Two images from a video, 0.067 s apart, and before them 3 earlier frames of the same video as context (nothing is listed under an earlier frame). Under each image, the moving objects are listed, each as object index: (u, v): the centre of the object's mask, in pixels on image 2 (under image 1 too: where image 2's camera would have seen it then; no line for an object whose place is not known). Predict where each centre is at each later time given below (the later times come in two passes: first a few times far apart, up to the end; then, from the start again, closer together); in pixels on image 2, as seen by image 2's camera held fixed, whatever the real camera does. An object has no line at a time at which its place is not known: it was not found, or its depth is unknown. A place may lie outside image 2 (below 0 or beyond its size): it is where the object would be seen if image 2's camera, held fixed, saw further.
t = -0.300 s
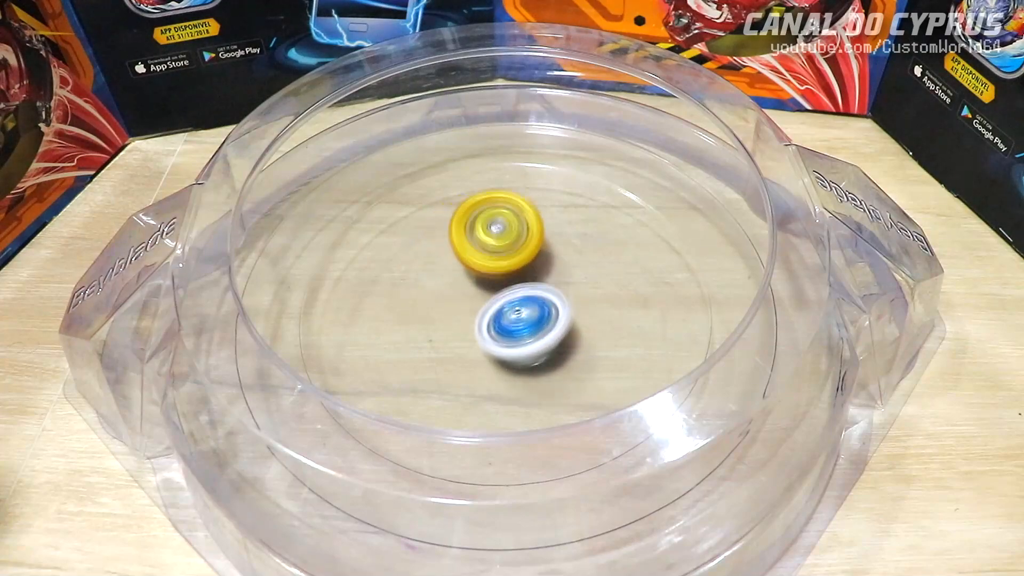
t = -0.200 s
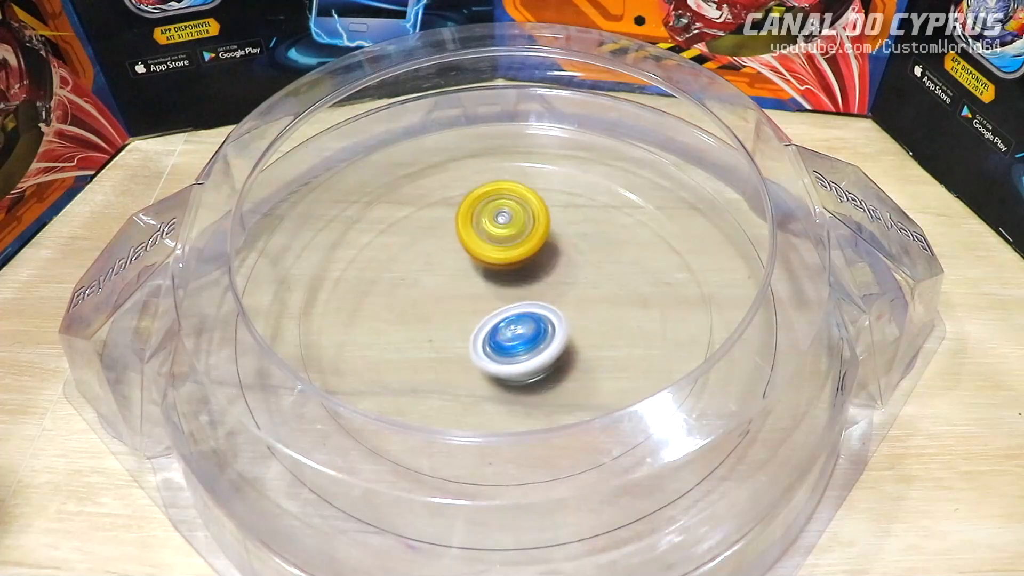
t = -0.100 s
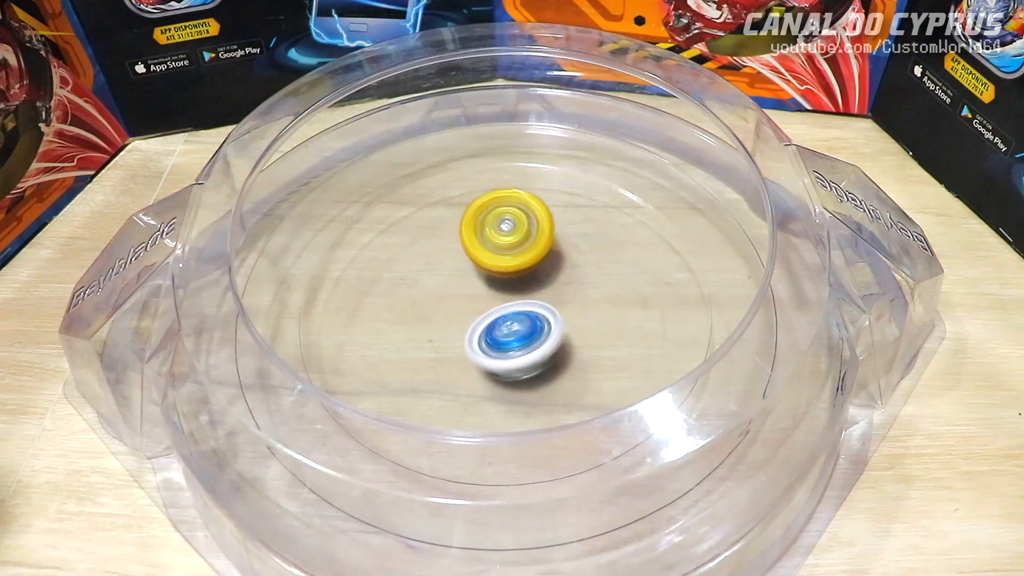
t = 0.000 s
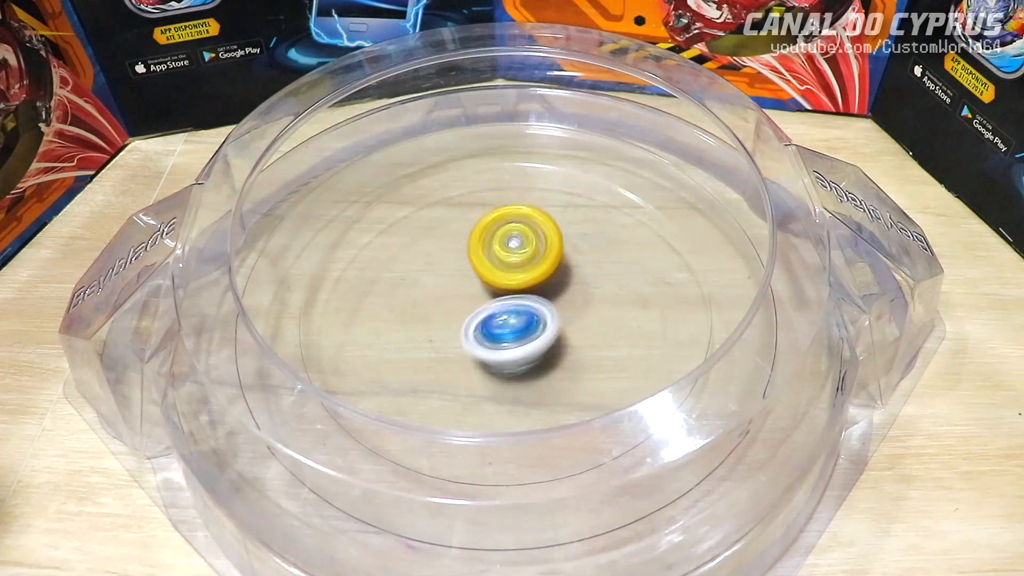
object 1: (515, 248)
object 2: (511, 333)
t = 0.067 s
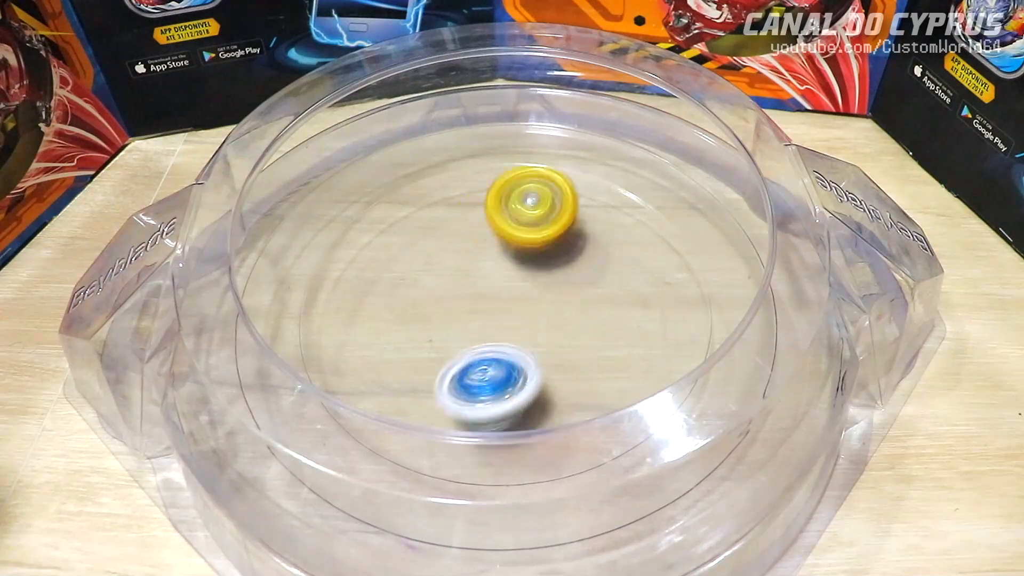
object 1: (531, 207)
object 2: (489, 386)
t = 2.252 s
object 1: (678, 342)
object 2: (425, 144)
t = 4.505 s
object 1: (548, 271)
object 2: (420, 302)
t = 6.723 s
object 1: (542, 306)
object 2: (457, 285)
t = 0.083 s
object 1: (533, 201)
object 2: (483, 394)
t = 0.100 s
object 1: (534, 196)
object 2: (479, 402)
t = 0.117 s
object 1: (535, 193)
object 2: (474, 413)
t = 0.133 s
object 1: (534, 190)
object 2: (470, 421)
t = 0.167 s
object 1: (533, 188)
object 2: (462, 431)
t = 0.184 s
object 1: (532, 188)
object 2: (459, 434)
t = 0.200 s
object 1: (531, 189)
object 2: (457, 437)
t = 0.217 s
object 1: (529, 189)
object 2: (455, 438)
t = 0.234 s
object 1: (528, 191)
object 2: (454, 437)
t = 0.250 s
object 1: (527, 193)
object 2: (454, 436)
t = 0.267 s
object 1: (526, 197)
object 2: (454, 434)
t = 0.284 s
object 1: (525, 200)
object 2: (456, 431)
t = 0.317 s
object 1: (522, 210)
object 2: (456, 426)
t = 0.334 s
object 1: (520, 214)
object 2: (457, 422)
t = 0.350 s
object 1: (519, 220)
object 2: (463, 408)
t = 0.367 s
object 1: (518, 226)
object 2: (463, 405)
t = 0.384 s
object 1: (516, 232)
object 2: (464, 403)
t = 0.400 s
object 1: (515, 238)
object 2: (466, 399)
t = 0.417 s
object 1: (514, 245)
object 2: (468, 394)
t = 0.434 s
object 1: (514, 252)
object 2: (470, 388)
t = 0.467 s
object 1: (512, 265)
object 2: (476, 376)
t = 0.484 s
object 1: (512, 271)
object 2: (480, 368)
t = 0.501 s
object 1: (513, 278)
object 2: (484, 359)
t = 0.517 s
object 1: (515, 278)
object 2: (481, 359)
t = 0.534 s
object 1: (533, 258)
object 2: (465, 369)
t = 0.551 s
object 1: (547, 237)
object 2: (451, 380)
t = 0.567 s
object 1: (558, 219)
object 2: (437, 392)
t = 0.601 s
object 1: (583, 189)
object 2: (408, 412)
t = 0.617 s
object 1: (596, 177)
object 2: (396, 420)
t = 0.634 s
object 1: (603, 161)
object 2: (385, 426)
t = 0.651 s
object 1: (611, 147)
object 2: (375, 432)
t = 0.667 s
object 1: (619, 136)
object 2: (367, 440)
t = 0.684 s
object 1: (627, 129)
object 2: (360, 446)
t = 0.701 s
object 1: (634, 125)
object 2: (348, 449)
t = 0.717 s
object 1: (640, 122)
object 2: (338, 455)
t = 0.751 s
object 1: (634, 116)
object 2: (325, 463)
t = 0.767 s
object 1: (630, 118)
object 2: (319, 461)
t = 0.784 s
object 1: (625, 122)
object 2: (314, 462)
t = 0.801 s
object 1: (620, 130)
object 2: (311, 461)
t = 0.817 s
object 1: (615, 137)
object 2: (308, 461)
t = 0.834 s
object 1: (612, 134)
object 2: (306, 461)
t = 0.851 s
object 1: (610, 133)
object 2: (303, 459)
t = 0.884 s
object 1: (603, 141)
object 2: (300, 458)
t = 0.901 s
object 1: (599, 147)
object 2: (299, 457)
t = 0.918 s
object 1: (598, 146)
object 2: (297, 455)
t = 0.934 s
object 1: (595, 147)
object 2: (297, 454)
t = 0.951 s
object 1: (593, 153)
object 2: (296, 453)
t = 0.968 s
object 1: (590, 161)
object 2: (295, 452)
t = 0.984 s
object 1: (585, 164)
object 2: (295, 451)
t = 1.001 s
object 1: (579, 167)
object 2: (294, 450)
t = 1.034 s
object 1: (565, 181)
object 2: (292, 447)
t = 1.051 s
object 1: (558, 187)
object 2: (292, 446)
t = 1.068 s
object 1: (551, 195)
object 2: (292, 445)
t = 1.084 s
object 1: (543, 202)
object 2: (291, 443)
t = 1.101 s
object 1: (535, 208)
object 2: (291, 441)
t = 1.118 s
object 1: (527, 215)
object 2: (291, 439)
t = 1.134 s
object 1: (518, 223)
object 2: (290, 437)
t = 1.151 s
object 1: (511, 231)
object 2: (289, 436)
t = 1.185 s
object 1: (497, 247)
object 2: (290, 432)
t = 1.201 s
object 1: (490, 255)
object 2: (290, 430)
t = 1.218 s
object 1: (484, 263)
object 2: (292, 428)
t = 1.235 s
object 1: (479, 270)
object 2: (294, 425)
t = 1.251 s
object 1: (475, 278)
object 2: (296, 416)
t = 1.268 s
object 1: (470, 284)
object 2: (299, 412)
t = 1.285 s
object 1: (467, 291)
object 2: (300, 407)
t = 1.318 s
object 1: (462, 303)
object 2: (300, 396)
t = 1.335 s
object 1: (459, 308)
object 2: (301, 390)
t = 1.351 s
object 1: (458, 313)
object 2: (302, 386)
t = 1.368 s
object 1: (457, 317)
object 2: (303, 382)
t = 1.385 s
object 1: (456, 321)
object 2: (305, 378)
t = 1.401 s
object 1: (456, 324)
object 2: (305, 374)
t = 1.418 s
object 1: (456, 328)
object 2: (306, 371)
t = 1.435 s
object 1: (457, 330)
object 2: (307, 368)
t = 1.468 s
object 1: (457, 335)
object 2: (308, 363)
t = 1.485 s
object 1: (458, 337)
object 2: (309, 362)
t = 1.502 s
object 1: (459, 339)
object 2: (309, 359)
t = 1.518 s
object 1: (459, 341)
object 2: (310, 358)
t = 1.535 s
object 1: (460, 343)
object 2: (311, 356)
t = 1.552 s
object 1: (460, 344)
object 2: (311, 354)
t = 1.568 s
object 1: (461, 346)
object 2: (312, 352)
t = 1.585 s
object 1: (461, 348)
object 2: (313, 351)
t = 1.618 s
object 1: (462, 350)
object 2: (315, 348)
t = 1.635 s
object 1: (462, 351)
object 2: (319, 345)
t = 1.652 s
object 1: (461, 352)
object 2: (319, 344)
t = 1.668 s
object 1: (461, 352)
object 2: (321, 343)
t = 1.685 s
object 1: (461, 353)
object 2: (324, 343)
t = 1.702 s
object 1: (461, 354)
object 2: (329, 342)
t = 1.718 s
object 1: (460, 355)
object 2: (334, 340)
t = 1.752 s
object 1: (459, 356)
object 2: (348, 337)
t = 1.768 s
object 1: (458, 357)
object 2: (354, 335)
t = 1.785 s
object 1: (466, 360)
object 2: (356, 330)
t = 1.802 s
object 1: (476, 363)
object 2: (355, 323)
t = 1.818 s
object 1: (484, 364)
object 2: (355, 316)
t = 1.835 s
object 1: (491, 364)
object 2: (357, 310)
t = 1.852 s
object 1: (497, 363)
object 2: (360, 305)
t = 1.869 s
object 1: (503, 362)
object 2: (363, 300)
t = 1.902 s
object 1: (513, 356)
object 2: (372, 291)
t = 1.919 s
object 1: (517, 354)
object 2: (378, 288)
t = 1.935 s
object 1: (522, 350)
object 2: (385, 284)
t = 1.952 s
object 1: (525, 346)
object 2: (392, 281)
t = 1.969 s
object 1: (529, 341)
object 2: (400, 279)
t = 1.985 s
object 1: (531, 337)
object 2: (408, 276)
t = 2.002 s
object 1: (534, 333)
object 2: (416, 275)
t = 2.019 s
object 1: (535, 328)
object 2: (426, 274)
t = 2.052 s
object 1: (537, 319)
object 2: (445, 273)
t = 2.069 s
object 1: (537, 314)
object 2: (454, 271)
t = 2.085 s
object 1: (538, 310)
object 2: (461, 269)
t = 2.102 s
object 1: (547, 312)
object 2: (465, 265)
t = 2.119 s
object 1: (568, 322)
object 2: (461, 248)
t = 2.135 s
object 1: (591, 334)
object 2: (454, 230)
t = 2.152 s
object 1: (607, 338)
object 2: (446, 212)
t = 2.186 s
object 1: (637, 346)
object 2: (436, 185)
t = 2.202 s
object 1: (649, 347)
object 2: (433, 172)
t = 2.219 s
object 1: (660, 345)
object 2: (430, 160)
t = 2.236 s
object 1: (669, 344)
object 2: (426, 150)
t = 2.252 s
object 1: (678, 342)
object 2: (425, 144)
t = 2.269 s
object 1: (686, 338)
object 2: (423, 136)
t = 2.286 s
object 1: (692, 337)
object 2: (421, 127)
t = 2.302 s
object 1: (696, 332)
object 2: (419, 118)
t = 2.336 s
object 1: (701, 328)
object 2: (415, 105)
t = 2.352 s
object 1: (701, 322)
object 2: (415, 103)
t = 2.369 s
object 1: (700, 320)
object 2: (415, 103)
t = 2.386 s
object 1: (699, 318)
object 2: (416, 104)
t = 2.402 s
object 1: (696, 315)
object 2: (417, 104)
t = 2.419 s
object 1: (692, 314)
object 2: (417, 104)
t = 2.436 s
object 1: (688, 312)
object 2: (417, 105)
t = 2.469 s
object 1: (677, 308)
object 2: (418, 105)
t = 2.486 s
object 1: (670, 306)
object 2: (418, 104)
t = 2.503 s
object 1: (662, 304)
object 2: (418, 105)
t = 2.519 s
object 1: (654, 303)
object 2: (417, 105)
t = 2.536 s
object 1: (645, 299)
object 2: (417, 104)
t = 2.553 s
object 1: (636, 299)
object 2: (418, 104)
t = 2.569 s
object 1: (626, 297)
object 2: (418, 104)
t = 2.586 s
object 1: (616, 296)
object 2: (418, 103)
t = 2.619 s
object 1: (595, 294)
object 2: (419, 103)
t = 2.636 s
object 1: (584, 294)
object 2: (419, 103)
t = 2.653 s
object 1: (573, 294)
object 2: (419, 102)
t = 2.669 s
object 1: (562, 293)
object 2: (419, 103)
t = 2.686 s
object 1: (551, 293)
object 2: (419, 102)
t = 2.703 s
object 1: (540, 293)
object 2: (419, 102)
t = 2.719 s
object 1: (530, 293)
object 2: (420, 102)
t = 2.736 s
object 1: (520, 292)
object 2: (420, 101)
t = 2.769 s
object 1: (500, 296)
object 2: (421, 101)
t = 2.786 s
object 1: (490, 299)
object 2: (421, 101)
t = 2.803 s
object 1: (481, 302)
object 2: (422, 101)
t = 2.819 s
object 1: (471, 303)
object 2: (422, 101)
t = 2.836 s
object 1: (463, 305)
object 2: (423, 101)
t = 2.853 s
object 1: (455, 307)
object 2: (423, 101)
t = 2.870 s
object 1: (448, 307)
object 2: (423, 102)
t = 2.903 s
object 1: (435, 309)
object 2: (424, 102)
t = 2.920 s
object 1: (430, 309)
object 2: (425, 102)
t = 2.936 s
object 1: (426, 309)
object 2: (425, 102)
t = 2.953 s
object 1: (423, 309)
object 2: (426, 102)
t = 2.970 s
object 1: (421, 309)
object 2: (426, 102)
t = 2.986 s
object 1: (419, 309)
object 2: (427, 103)
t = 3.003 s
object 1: (418, 308)
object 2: (427, 102)
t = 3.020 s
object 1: (418, 308)
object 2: (427, 103)
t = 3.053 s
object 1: (420, 306)
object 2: (428, 104)
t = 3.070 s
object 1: (422, 307)
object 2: (429, 104)
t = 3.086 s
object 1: (424, 305)
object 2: (430, 105)
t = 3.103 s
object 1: (426, 304)
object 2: (430, 105)
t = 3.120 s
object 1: (429, 304)
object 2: (431, 105)
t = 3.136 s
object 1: (432, 302)
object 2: (432, 105)
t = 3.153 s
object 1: (435, 301)
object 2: (432, 106)
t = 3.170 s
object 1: (438, 301)
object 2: (433, 106)
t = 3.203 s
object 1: (446, 298)
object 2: (434, 107)
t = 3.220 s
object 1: (450, 297)
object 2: (434, 107)
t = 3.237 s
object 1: (453, 295)
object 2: (435, 108)
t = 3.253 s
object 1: (458, 295)
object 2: (435, 109)
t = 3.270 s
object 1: (462, 294)
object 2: (436, 110)
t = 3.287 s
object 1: (465, 292)
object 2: (436, 114)
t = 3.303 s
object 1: (470, 292)
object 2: (437, 118)
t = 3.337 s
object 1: (478, 284)
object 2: (438, 125)
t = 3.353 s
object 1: (481, 282)
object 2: (439, 129)
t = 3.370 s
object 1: (485, 280)
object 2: (439, 132)
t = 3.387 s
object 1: (489, 276)
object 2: (440, 134)
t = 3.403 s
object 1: (492, 275)
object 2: (441, 138)
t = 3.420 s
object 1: (496, 272)
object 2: (442, 141)
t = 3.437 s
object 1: (501, 268)
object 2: (443, 143)
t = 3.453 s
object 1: (505, 266)
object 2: (443, 145)
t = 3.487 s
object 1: (513, 262)
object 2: (445, 151)
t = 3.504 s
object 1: (517, 261)
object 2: (446, 157)
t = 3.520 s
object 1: (520, 259)
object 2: (449, 163)
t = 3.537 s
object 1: (523, 258)
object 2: (451, 171)
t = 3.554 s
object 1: (526, 259)
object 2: (455, 182)
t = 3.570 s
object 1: (529, 256)
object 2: (459, 192)
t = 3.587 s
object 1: (534, 257)
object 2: (463, 204)
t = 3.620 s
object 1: (557, 273)
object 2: (460, 213)
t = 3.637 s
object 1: (569, 284)
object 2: (458, 216)
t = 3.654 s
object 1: (582, 292)
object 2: (456, 222)
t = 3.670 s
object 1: (592, 299)
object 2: (455, 226)
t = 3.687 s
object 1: (604, 307)
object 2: (454, 233)
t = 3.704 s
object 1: (615, 314)
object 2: (455, 239)
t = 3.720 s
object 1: (624, 318)
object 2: (458, 248)
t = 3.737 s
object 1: (634, 325)
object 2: (461, 256)
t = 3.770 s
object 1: (650, 332)
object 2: (472, 274)
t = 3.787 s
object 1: (657, 335)
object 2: (480, 282)
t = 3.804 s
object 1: (659, 337)
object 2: (488, 290)
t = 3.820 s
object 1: (665, 340)
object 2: (498, 298)
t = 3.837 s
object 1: (667, 340)
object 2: (507, 305)
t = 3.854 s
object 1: (671, 343)
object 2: (518, 311)
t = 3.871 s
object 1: (671, 343)
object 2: (528, 317)
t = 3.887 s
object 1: (671, 338)
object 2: (537, 320)
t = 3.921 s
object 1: (672, 331)
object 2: (554, 325)
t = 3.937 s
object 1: (670, 328)
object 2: (563, 328)
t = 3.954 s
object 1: (668, 326)
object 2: (569, 327)
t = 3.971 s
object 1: (665, 322)
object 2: (573, 329)
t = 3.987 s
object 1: (662, 319)
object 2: (576, 329)
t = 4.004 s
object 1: (661, 318)
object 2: (575, 324)
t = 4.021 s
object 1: (663, 316)
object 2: (572, 320)
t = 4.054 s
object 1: (665, 319)
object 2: (563, 313)
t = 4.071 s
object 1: (662, 314)
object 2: (554, 305)
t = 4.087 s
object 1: (661, 310)
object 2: (545, 297)
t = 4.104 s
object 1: (658, 309)
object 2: (534, 292)
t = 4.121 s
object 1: (653, 307)
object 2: (521, 285)
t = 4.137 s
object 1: (650, 299)
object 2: (509, 277)
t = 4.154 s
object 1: (646, 294)
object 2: (495, 271)
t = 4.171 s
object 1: (641, 293)
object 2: (482, 267)
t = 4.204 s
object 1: (629, 284)
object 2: (456, 258)
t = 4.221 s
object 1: (622, 282)
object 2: (445, 258)
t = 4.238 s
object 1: (615, 281)
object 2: (435, 257)
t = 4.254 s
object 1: (607, 279)
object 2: (425, 256)
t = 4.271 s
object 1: (599, 277)
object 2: (419, 257)
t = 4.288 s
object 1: (592, 276)
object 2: (412, 258)
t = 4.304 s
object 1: (585, 275)
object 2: (409, 262)
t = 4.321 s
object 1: (578, 274)
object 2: (406, 262)
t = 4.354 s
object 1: (565, 273)
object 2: (405, 271)
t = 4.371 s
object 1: (559, 273)
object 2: (407, 272)
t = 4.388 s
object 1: (553, 273)
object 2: (410, 277)
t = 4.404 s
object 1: (548, 273)
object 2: (412, 282)
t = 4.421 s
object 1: (542, 273)
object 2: (416, 284)
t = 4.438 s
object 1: (538, 273)
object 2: (423, 290)
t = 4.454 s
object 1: (533, 273)
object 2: (427, 294)
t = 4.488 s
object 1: (538, 272)
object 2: (428, 299)
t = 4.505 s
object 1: (548, 271)
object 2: (420, 302)
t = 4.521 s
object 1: (556, 269)
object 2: (414, 303)
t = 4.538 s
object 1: (562, 267)
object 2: (410, 307)
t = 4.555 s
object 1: (568, 269)
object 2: (406, 309)
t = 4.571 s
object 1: (569, 268)
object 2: (403, 311)
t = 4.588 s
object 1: (570, 268)
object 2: (401, 312)
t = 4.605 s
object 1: (567, 267)
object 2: (401, 314)
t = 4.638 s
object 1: (561, 266)
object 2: (405, 316)
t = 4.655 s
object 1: (557, 266)
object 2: (407, 315)
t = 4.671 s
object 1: (555, 267)
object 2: (410, 317)
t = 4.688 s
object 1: (552, 268)
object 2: (414, 316)
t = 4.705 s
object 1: (550, 268)
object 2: (419, 316)
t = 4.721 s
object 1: (548, 268)
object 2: (422, 316)
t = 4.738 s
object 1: (547, 268)
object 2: (428, 315)
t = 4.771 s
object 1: (544, 269)
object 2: (438, 315)
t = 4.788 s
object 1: (543, 269)
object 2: (443, 315)
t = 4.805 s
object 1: (542, 270)
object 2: (449, 313)
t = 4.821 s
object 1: (541, 270)
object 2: (455, 314)
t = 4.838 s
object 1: (542, 270)
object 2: (457, 314)
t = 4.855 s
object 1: (544, 269)
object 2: (458, 315)
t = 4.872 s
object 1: (546, 269)
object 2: (458, 317)
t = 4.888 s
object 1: (547, 271)
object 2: (461, 318)
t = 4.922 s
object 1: (545, 273)
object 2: (462, 321)
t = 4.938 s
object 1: (546, 275)
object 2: (462, 322)
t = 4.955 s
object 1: (544, 276)
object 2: (460, 322)
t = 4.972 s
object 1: (546, 276)
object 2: (456, 323)
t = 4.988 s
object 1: (548, 276)
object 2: (450, 322)
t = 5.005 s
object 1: (549, 277)
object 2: (445, 321)
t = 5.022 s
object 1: (550, 277)
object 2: (441, 320)
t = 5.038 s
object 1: (549, 277)
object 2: (439, 319)
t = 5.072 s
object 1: (545, 279)
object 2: (440, 317)
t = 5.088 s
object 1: (543, 280)
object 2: (441, 316)
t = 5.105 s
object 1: (541, 280)
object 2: (444, 314)
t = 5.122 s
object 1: (539, 279)
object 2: (449, 314)
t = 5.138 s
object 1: (538, 278)
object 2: (452, 314)
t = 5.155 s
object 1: (538, 278)
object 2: (455, 313)
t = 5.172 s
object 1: (543, 277)
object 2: (454, 310)
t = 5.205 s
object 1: (557, 280)
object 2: (448, 306)
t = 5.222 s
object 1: (561, 283)
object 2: (446, 304)
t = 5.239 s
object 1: (565, 285)
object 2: (446, 302)
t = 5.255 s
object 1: (567, 287)
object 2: (446, 299)
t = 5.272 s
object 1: (567, 288)
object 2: (448, 298)
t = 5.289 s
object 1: (566, 291)
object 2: (449, 297)
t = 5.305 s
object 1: (563, 293)
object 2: (450, 296)
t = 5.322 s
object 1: (562, 294)
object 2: (451, 295)
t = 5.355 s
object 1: (558, 294)
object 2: (455, 294)
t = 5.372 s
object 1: (556, 295)
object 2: (458, 293)
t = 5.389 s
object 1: (554, 296)
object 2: (461, 293)
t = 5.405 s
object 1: (553, 296)
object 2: (462, 294)
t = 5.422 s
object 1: (553, 296)
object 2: (462, 293)
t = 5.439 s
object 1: (554, 299)
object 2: (461, 290)
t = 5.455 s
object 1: (553, 300)
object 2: (460, 288)
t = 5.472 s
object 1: (552, 301)
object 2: (460, 286)
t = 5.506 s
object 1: (549, 303)
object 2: (459, 286)
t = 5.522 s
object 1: (548, 303)
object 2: (459, 286)
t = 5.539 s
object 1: (547, 303)
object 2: (458, 287)
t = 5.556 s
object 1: (544, 302)
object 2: (459, 287)
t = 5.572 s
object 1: (543, 303)
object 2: (458, 287)
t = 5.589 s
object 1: (542, 304)
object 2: (457, 286)
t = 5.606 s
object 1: (541, 304)
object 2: (457, 285)
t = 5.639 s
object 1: (540, 305)
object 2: (457, 285)
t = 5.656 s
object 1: (540, 306)
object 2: (457, 285)
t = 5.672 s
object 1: (540, 306)
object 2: (457, 285)
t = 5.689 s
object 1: (541, 306)
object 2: (457, 285)
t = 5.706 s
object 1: (541, 306)
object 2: (457, 285)
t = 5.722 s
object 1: (542, 306)
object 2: (457, 285)
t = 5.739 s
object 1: (542, 306)
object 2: (457, 285)
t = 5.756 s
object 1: (542, 306)
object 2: (457, 285)
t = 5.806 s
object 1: (542, 306)
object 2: (457, 285)
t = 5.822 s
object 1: (542, 306)
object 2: (457, 285)
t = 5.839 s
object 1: (542, 306)
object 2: (457, 285)
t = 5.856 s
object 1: (542, 306)
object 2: (457, 285)
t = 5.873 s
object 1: (542, 306)
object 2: (457, 285)
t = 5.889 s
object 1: (542, 306)
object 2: (457, 285)
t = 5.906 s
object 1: (542, 306)
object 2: (457, 285)
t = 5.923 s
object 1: (542, 306)
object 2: (457, 285)
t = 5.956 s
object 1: (542, 306)
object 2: (457, 285)
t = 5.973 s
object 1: (542, 306)
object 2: (457, 285)
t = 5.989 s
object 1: (542, 306)
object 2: (457, 285)
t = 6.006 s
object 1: (542, 306)
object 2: (457, 285)
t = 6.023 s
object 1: (542, 306)
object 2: (457, 285)
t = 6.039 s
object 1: (542, 306)
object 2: (457, 285)
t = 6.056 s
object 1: (542, 306)
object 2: (457, 285)
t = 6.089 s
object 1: (542, 306)
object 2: (457, 285)
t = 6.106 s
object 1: (542, 306)
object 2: (457, 285)
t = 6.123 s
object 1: (542, 306)
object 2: (457, 285)
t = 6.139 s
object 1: (542, 306)
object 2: (457, 285)
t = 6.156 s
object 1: (542, 306)
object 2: (457, 285)
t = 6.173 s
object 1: (542, 306)
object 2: (457, 285)
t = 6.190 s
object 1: (542, 306)
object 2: (457, 285)
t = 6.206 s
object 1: (542, 306)
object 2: (457, 285)
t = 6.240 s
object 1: (542, 306)
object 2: (457, 285)
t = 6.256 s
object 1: (542, 306)
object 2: (457, 285)
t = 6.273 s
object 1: (542, 306)
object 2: (457, 285)
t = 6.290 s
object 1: (542, 306)
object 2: (457, 285)
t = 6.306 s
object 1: (542, 306)
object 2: (457, 285)
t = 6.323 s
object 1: (542, 306)
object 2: (457, 285)
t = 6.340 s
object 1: (542, 306)
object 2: (457, 285)
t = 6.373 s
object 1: (542, 306)
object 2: (457, 285)
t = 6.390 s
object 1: (542, 306)
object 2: (457, 285)
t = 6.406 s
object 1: (542, 306)
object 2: (457, 285)
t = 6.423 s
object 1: (542, 306)
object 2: (457, 285)
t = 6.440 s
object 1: (542, 306)
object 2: (457, 285)
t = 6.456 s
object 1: (542, 306)
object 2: (457, 285)
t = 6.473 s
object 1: (542, 306)
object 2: (457, 285)
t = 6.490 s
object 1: (542, 306)
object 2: (457, 285)
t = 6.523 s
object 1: (542, 306)
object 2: (457, 285)
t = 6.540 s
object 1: (542, 306)
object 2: (457, 285)
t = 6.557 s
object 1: (542, 306)
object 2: (457, 285)
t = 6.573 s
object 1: (542, 306)
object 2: (457, 285)
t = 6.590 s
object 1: (542, 306)
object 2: (457, 285)
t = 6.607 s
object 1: (542, 306)
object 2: (457, 285)
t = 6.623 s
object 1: (542, 306)
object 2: (457, 285)
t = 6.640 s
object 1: (542, 306)
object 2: (457, 285)
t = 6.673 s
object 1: (542, 306)
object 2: (457, 285)
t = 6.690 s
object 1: (542, 306)
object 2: (457, 285)
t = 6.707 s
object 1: (542, 306)
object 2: (457, 285)
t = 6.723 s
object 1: (542, 306)
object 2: (457, 285)
